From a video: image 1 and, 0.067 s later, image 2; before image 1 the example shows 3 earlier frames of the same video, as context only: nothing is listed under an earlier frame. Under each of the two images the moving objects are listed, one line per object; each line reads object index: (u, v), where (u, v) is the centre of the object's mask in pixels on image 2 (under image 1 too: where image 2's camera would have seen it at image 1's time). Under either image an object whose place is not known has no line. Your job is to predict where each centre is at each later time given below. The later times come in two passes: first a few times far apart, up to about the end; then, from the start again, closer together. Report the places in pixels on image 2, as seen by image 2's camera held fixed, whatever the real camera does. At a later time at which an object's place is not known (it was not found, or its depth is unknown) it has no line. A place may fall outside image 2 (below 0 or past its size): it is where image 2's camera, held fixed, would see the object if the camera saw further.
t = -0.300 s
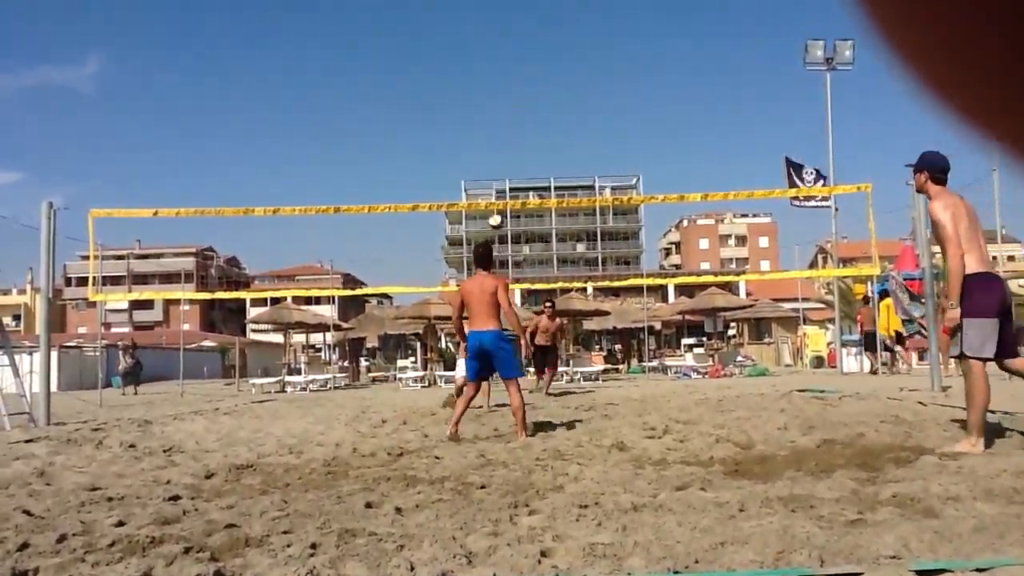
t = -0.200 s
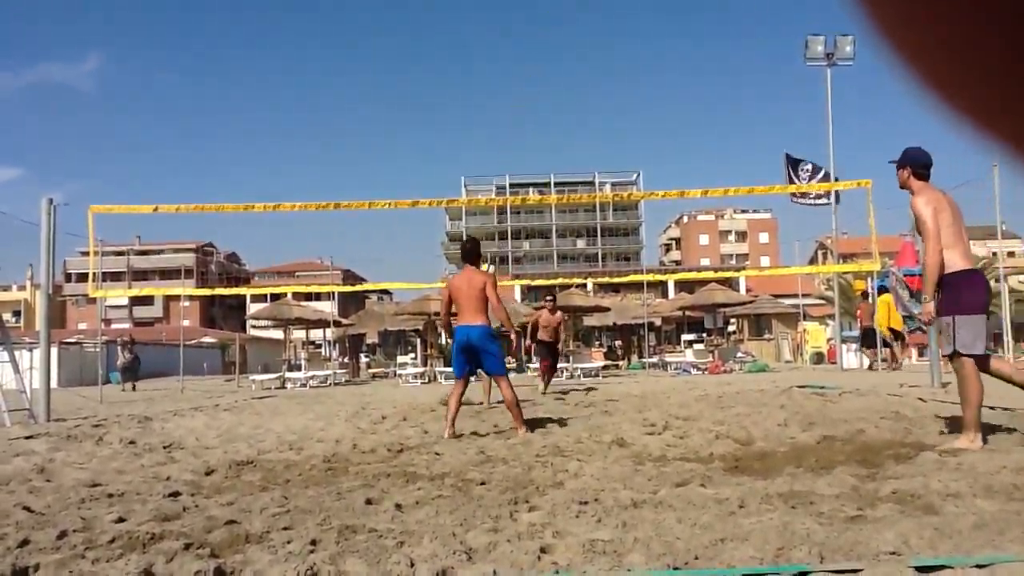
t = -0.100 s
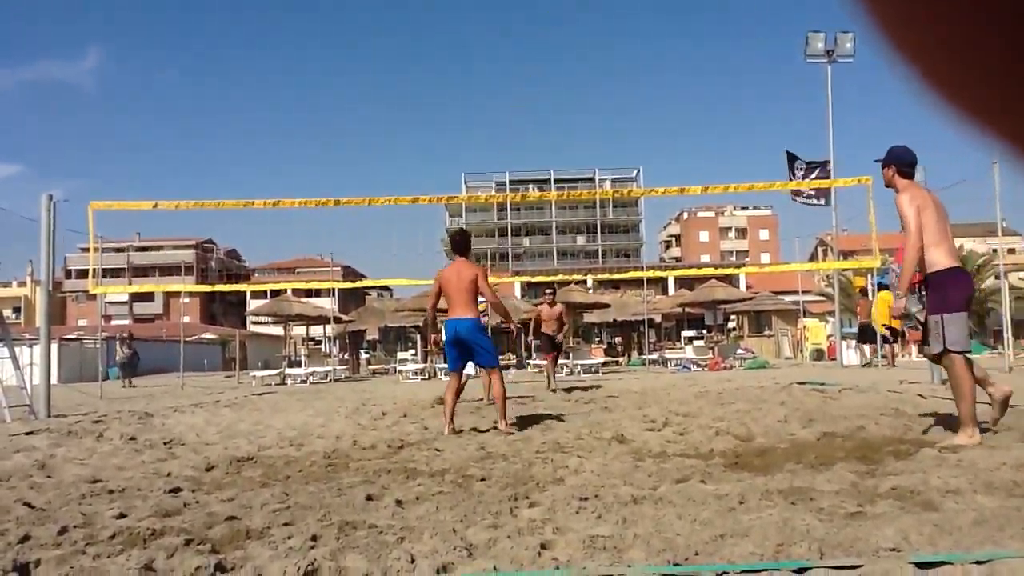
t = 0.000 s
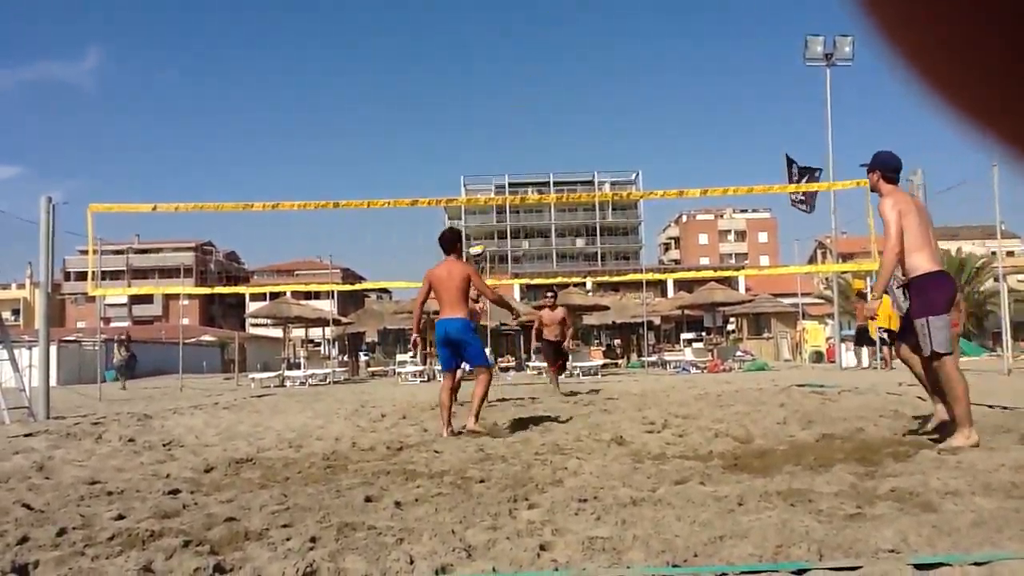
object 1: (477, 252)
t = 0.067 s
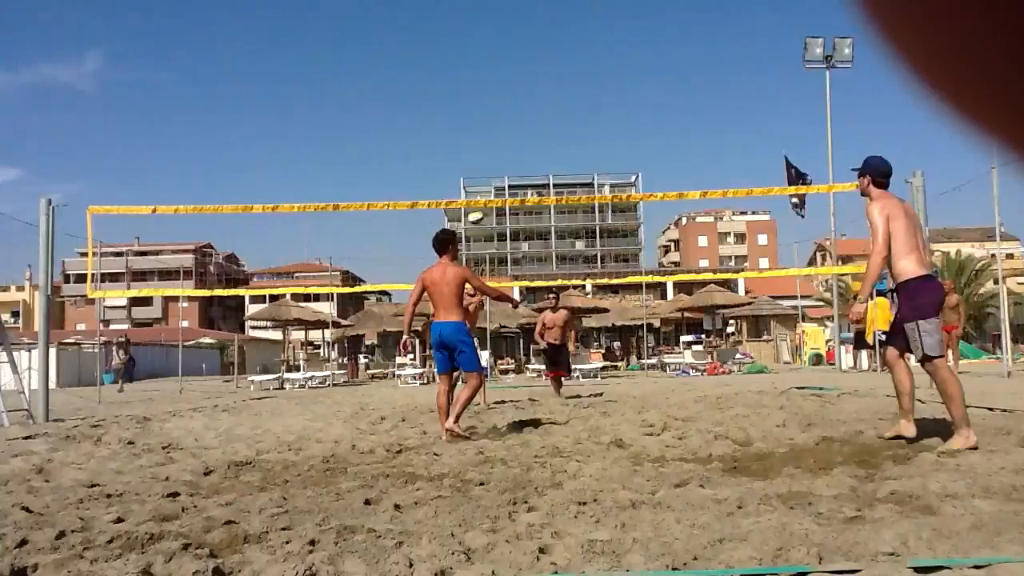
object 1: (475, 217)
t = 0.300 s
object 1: (473, 124)
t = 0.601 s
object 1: (474, 71)
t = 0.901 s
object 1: (478, 83)
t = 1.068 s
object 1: (484, 122)
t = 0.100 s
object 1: (473, 196)
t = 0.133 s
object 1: (474, 185)
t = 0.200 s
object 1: (474, 159)
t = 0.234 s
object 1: (474, 146)
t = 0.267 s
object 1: (473, 135)
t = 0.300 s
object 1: (473, 124)
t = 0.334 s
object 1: (473, 115)
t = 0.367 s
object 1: (473, 106)
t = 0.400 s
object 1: (473, 98)
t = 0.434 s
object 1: (473, 91)
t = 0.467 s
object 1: (473, 86)
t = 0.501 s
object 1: (473, 81)
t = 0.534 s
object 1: (473, 77)
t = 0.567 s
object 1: (473, 74)
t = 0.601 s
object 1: (474, 71)
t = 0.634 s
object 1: (474, 68)
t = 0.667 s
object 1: (474, 67)
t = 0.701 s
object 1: (474, 67)
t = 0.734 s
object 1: (475, 67)
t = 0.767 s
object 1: (475, 69)
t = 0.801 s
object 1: (476, 71)
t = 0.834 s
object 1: (477, 74)
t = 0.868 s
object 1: (477, 79)
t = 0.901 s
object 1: (478, 83)
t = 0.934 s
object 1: (480, 89)
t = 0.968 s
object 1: (481, 96)
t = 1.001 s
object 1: (482, 104)
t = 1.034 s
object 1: (483, 112)
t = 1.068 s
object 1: (484, 122)
